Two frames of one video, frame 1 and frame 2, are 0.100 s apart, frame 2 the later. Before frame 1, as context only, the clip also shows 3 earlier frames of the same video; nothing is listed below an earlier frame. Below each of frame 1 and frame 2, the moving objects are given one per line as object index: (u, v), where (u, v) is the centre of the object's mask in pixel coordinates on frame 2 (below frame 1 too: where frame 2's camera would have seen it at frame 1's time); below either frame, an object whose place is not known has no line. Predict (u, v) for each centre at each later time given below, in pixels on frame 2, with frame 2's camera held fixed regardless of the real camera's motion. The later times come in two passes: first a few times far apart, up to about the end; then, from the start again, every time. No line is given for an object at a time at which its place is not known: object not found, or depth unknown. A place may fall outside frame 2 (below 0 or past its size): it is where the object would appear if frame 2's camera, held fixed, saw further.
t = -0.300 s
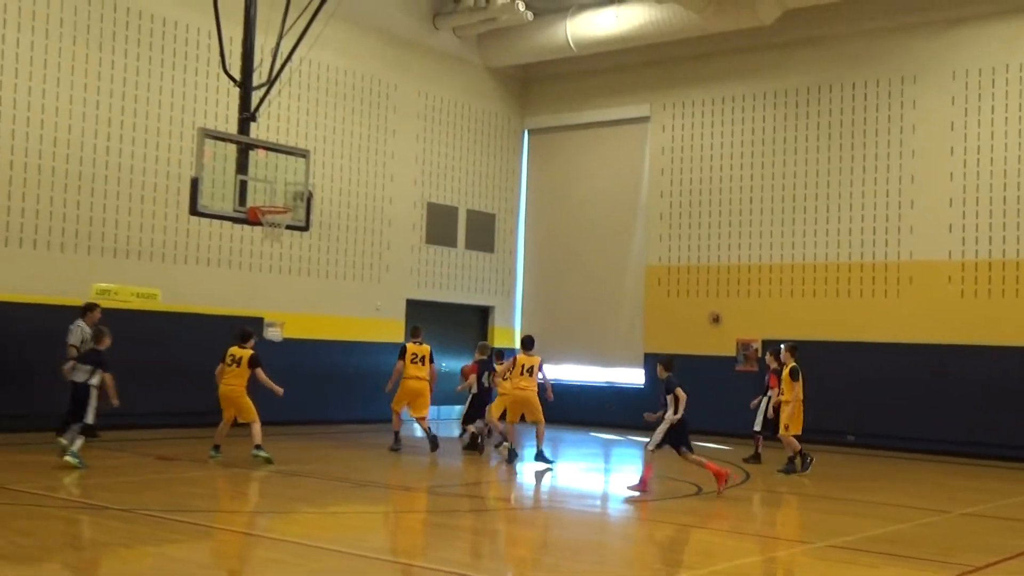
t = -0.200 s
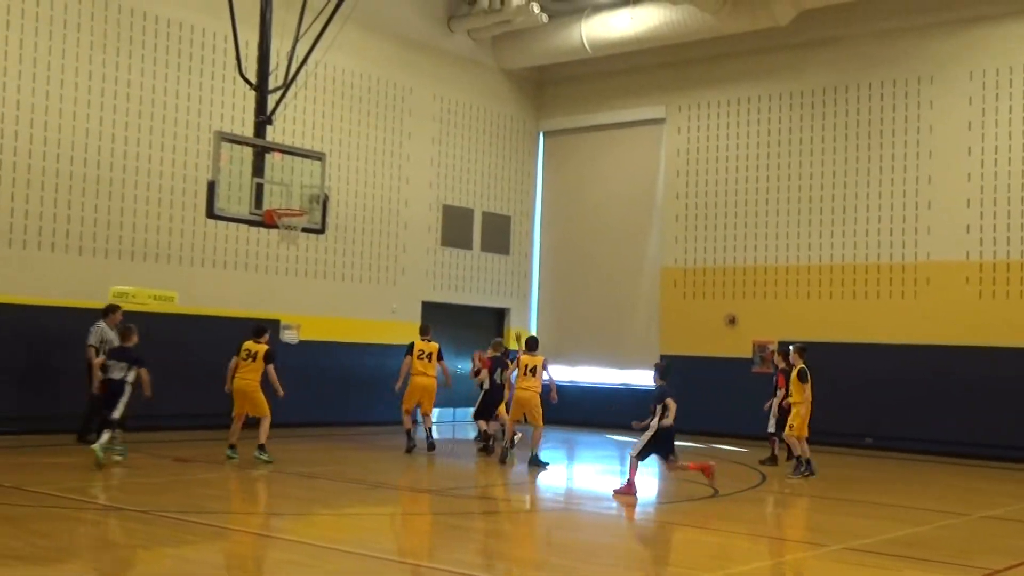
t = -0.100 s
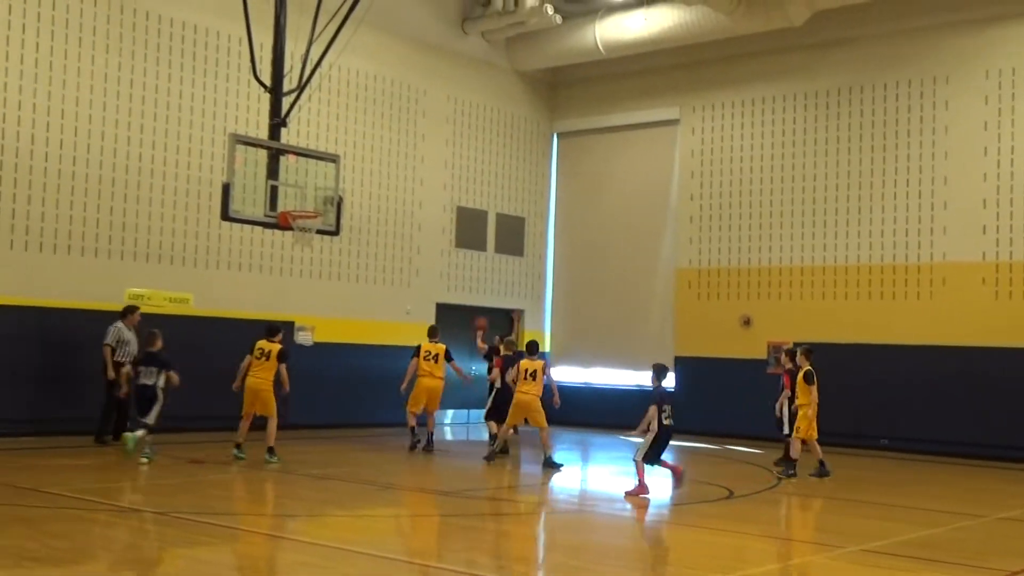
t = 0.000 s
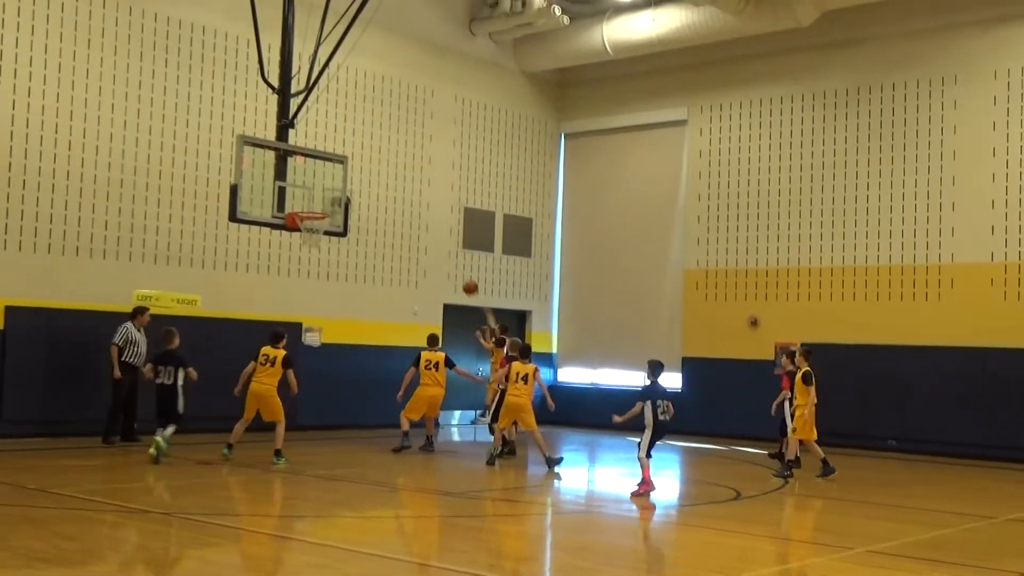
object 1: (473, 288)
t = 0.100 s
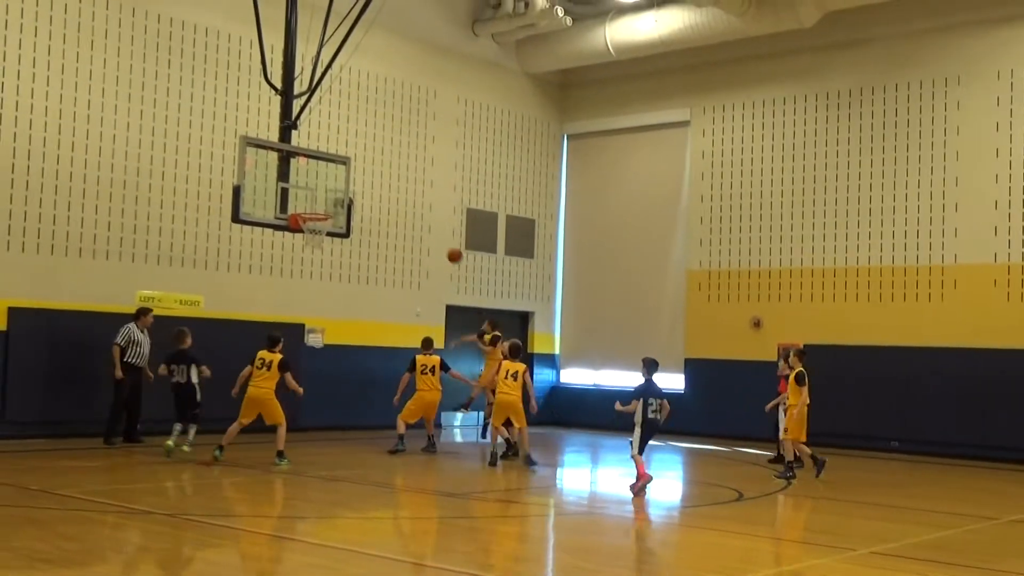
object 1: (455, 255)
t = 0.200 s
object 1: (435, 228)
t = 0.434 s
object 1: (388, 188)
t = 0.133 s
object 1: (448, 245)
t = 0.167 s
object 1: (442, 236)
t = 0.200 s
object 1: (435, 228)
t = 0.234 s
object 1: (429, 220)
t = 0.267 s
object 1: (422, 213)
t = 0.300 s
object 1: (416, 207)
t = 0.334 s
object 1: (409, 201)
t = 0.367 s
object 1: (403, 196)
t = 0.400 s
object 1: (395, 191)
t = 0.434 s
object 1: (388, 188)
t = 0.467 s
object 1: (381, 185)
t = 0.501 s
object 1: (374, 183)
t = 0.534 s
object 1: (367, 182)
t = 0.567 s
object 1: (359, 181)
